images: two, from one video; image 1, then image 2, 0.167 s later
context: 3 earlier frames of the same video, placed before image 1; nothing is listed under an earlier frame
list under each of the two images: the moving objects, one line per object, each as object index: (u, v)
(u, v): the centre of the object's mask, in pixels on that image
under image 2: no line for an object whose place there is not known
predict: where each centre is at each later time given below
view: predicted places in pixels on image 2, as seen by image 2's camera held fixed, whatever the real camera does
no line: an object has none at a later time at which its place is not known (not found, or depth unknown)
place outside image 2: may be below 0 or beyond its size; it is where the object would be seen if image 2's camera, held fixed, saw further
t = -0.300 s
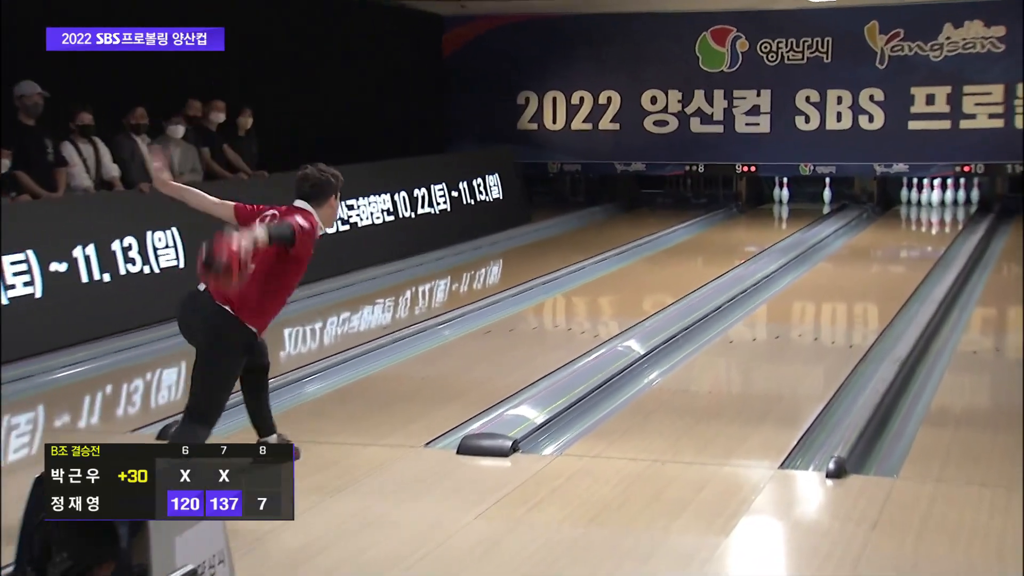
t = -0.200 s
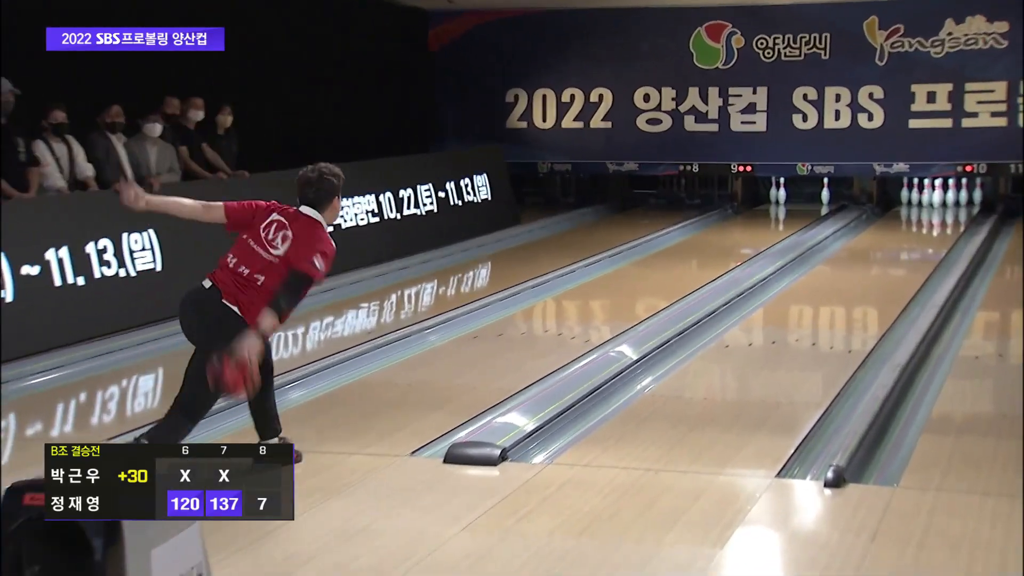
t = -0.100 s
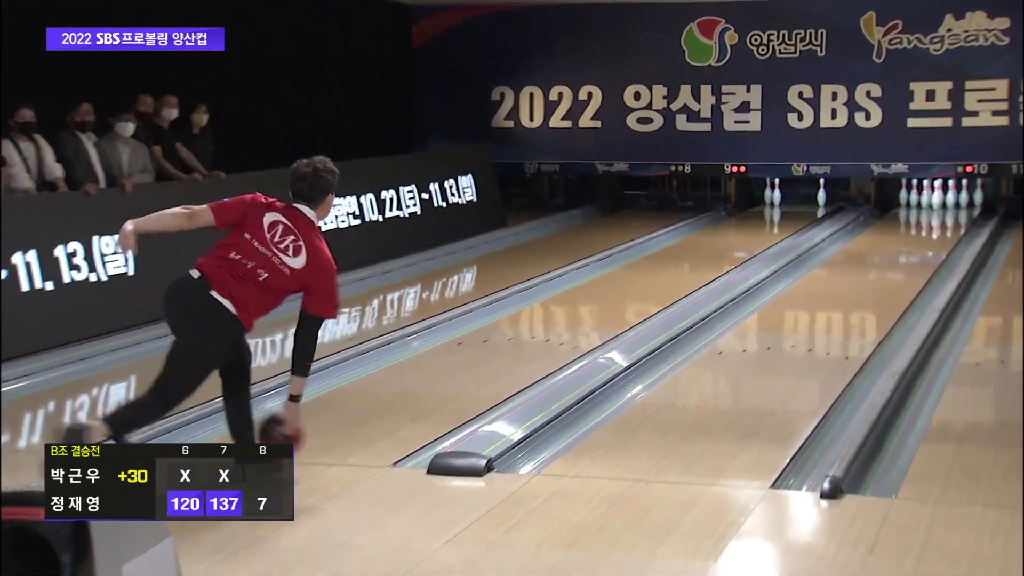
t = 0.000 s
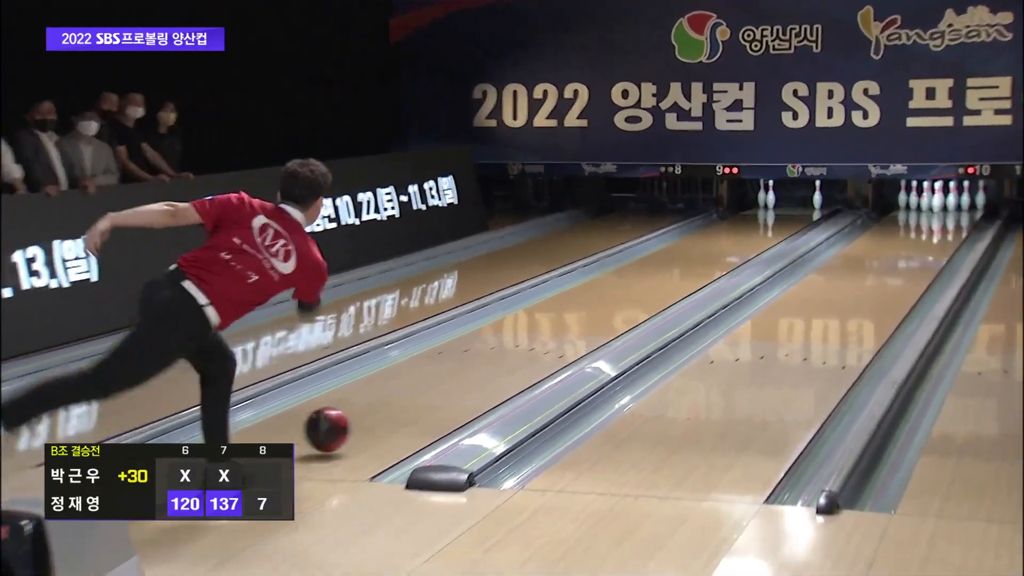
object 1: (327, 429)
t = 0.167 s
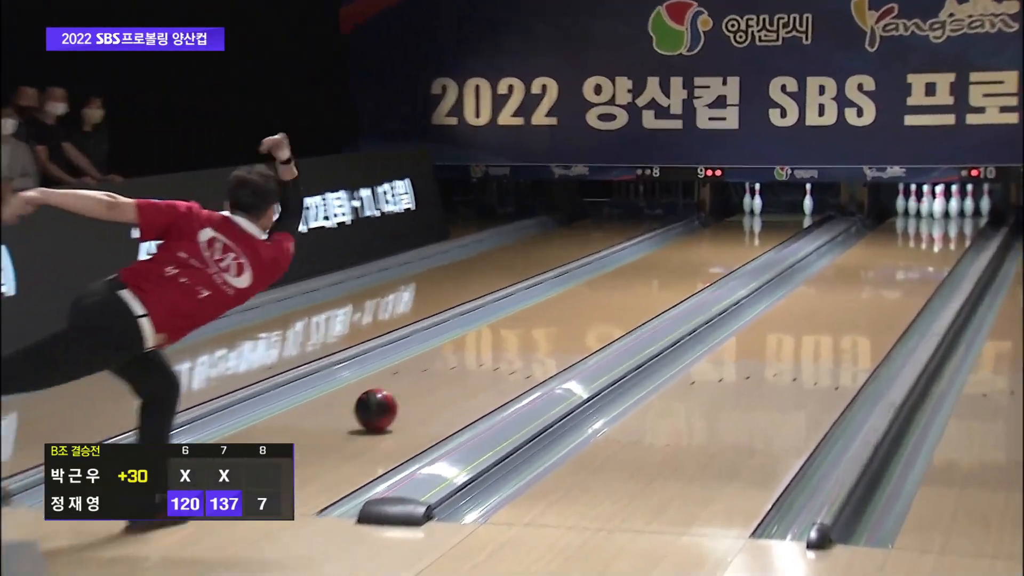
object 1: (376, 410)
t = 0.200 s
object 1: (393, 402)
